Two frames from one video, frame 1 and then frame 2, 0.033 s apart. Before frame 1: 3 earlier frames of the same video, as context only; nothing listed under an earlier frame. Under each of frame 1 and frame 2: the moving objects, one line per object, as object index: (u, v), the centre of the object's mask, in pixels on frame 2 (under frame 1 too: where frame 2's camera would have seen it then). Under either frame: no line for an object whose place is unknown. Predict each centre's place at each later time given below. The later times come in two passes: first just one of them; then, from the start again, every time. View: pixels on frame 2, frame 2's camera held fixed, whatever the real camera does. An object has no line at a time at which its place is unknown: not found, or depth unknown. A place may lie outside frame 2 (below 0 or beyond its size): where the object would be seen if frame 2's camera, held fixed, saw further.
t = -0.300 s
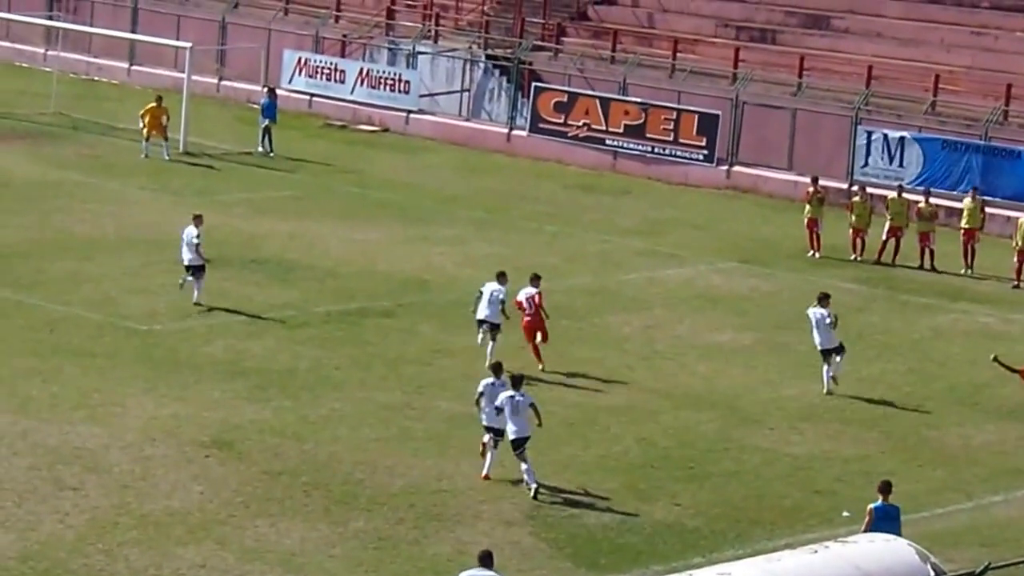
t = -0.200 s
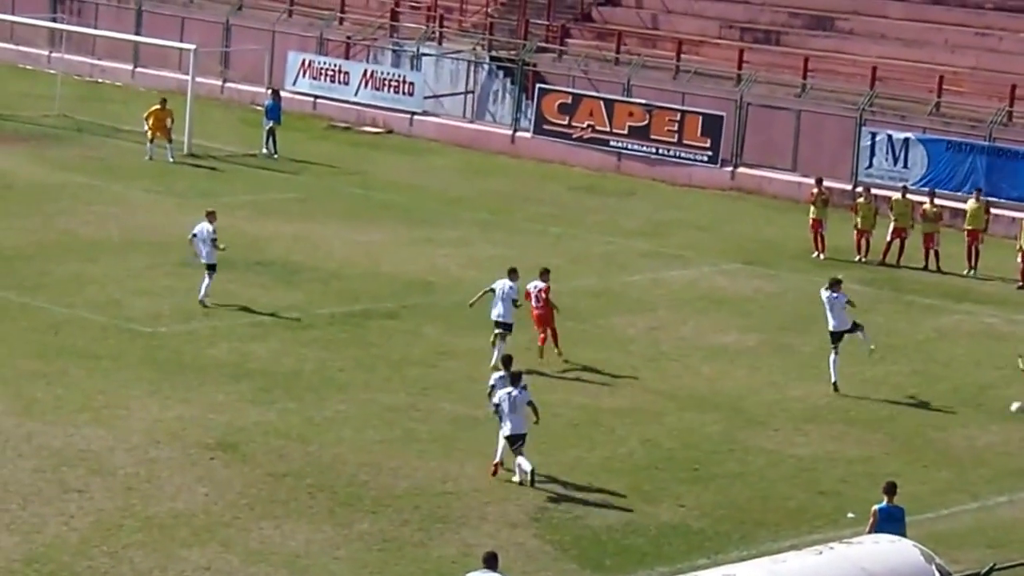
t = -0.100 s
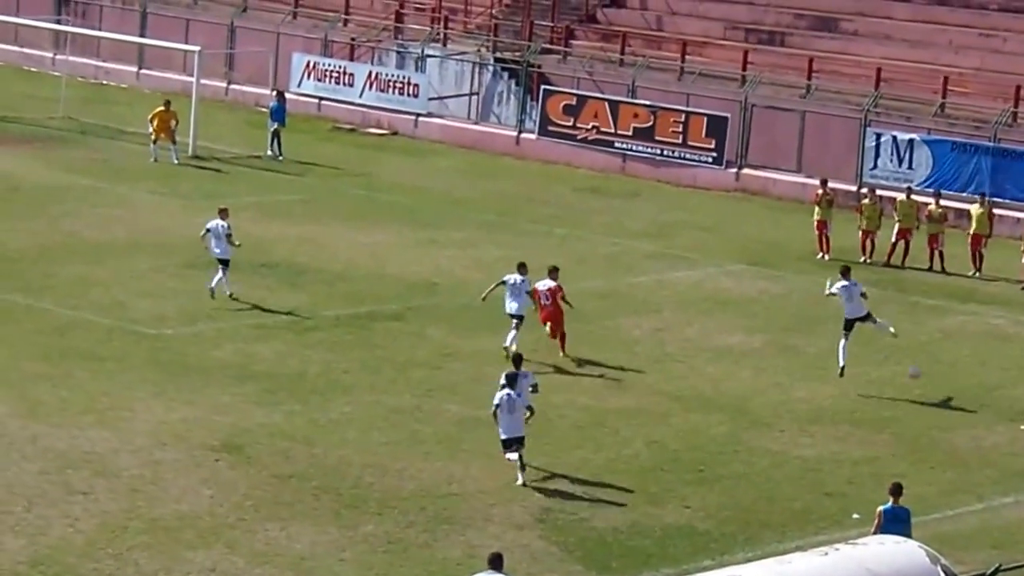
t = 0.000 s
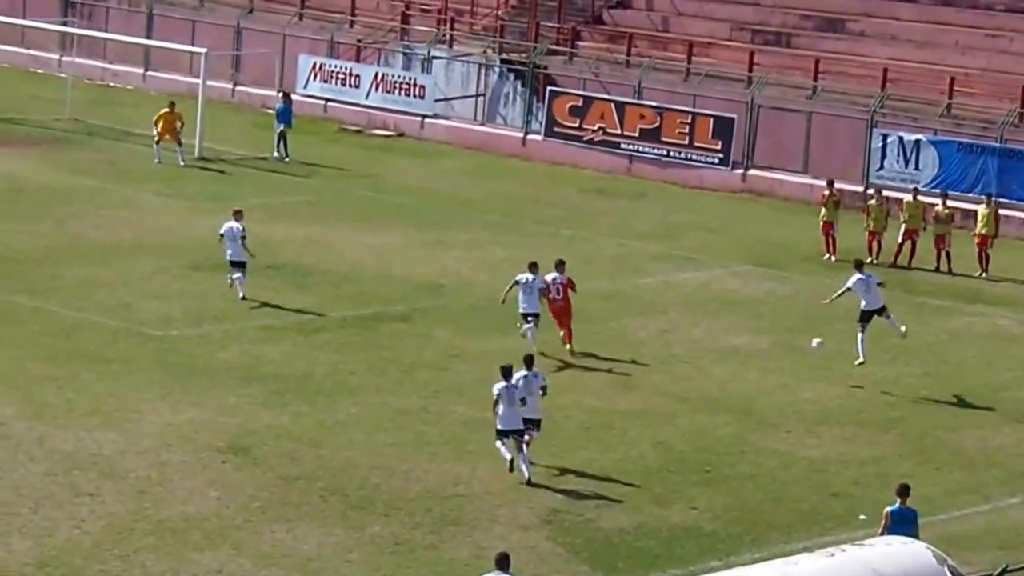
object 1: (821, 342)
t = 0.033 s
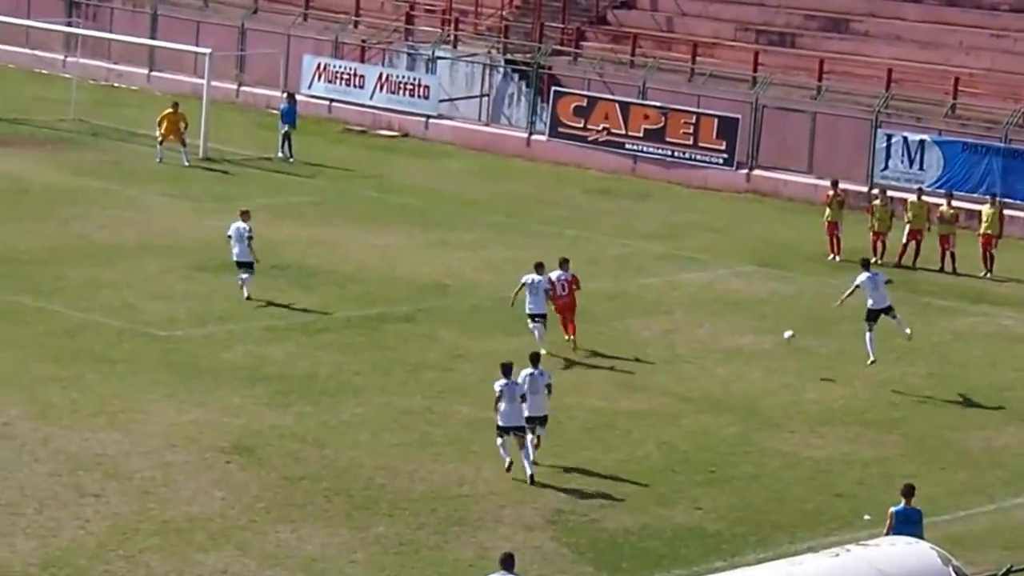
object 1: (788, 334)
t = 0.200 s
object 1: (632, 306)
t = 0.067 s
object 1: (756, 328)
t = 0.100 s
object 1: (724, 322)
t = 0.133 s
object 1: (693, 316)
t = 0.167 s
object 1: (663, 312)
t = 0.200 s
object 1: (632, 306)
